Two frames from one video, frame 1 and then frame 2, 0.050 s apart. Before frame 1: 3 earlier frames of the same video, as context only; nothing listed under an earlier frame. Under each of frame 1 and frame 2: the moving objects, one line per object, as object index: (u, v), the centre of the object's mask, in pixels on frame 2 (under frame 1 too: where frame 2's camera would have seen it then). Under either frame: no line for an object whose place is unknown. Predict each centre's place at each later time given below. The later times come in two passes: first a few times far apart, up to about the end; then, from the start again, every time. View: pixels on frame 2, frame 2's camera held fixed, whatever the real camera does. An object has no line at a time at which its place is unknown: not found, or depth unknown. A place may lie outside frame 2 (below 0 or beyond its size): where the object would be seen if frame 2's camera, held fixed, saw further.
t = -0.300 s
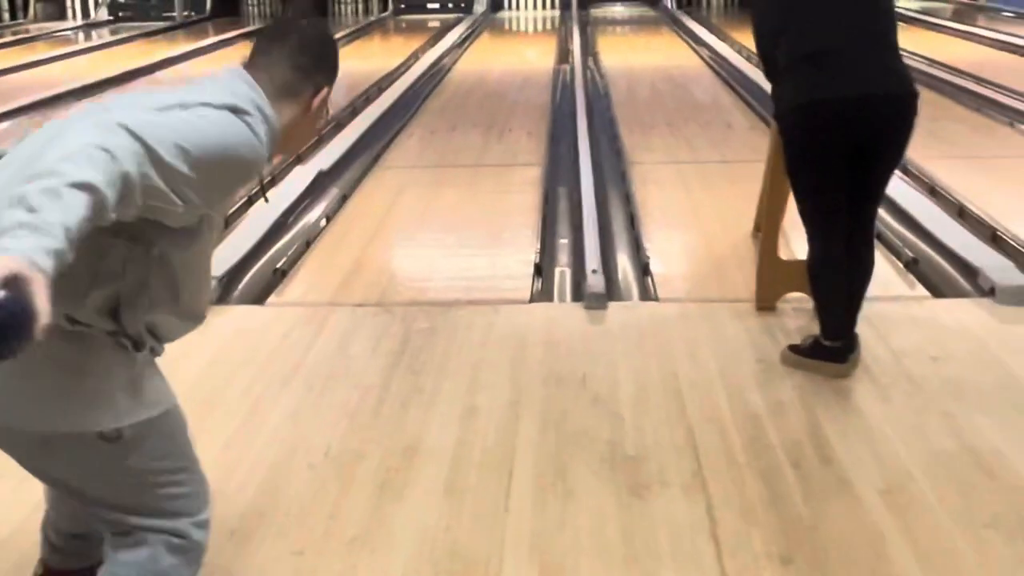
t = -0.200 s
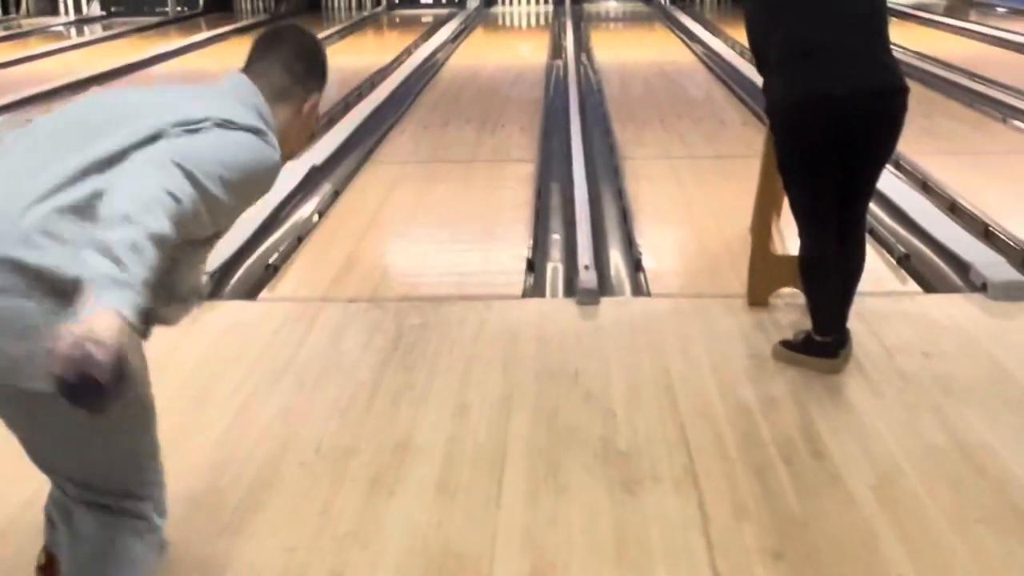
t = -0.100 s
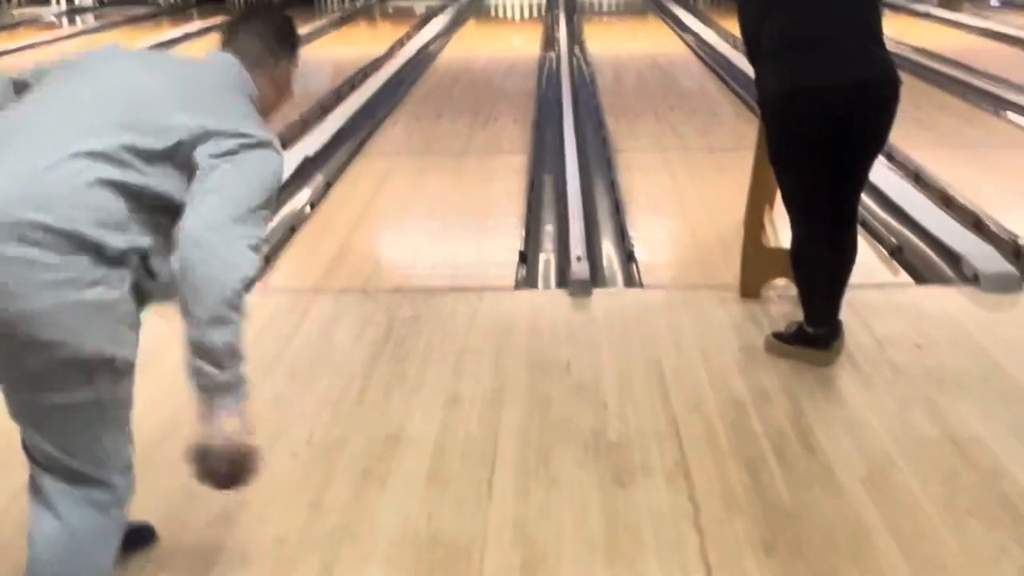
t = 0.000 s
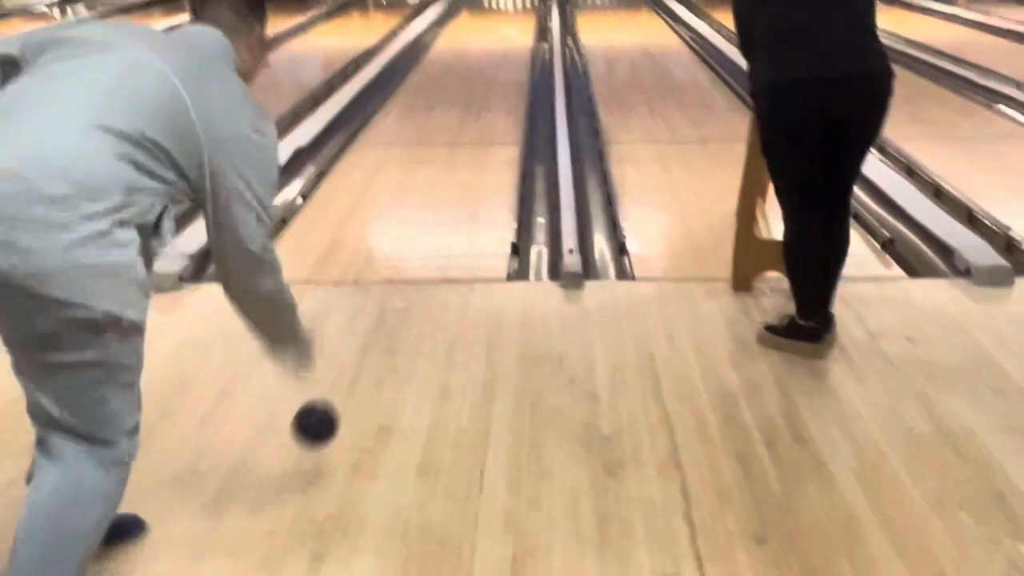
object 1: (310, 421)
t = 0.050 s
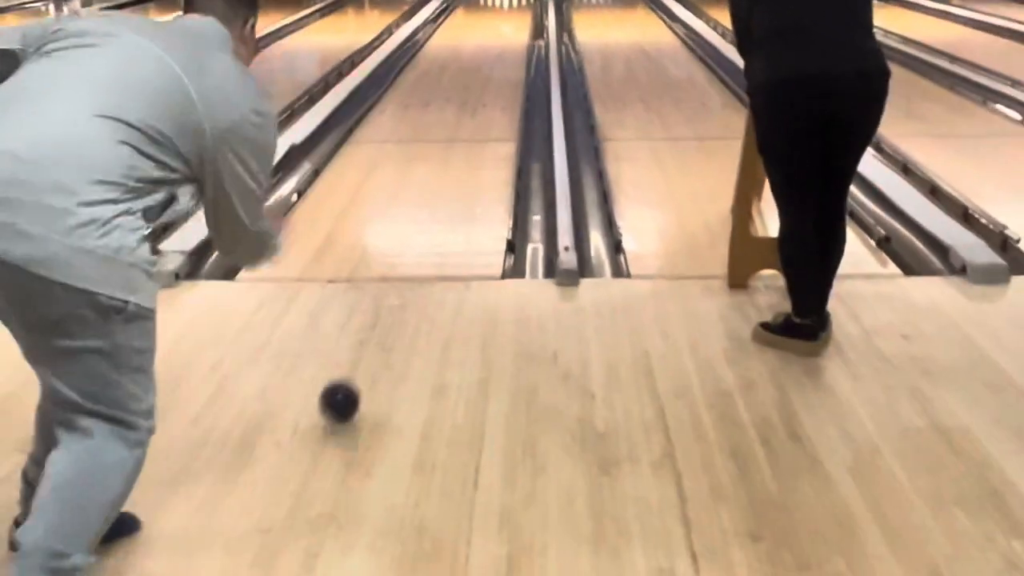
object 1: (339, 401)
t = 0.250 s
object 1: (399, 243)
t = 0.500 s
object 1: (433, 148)
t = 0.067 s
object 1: (347, 379)
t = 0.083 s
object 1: (353, 360)
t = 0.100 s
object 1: (359, 341)
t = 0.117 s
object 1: (365, 325)
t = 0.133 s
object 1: (370, 312)
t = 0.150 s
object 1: (375, 299)
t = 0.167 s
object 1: (379, 287)
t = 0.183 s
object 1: (384, 277)
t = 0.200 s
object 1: (388, 270)
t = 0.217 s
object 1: (392, 264)
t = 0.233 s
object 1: (395, 255)
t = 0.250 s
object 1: (399, 243)
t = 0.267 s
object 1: (402, 232)
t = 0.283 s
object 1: (406, 224)
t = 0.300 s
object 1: (408, 216)
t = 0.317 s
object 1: (411, 212)
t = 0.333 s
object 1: (414, 205)
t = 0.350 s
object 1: (416, 197)
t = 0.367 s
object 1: (418, 190)
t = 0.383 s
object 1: (420, 184)
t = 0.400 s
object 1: (423, 179)
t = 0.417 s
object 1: (424, 173)
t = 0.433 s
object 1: (426, 168)
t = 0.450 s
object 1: (428, 163)
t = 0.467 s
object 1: (430, 158)
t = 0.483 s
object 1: (431, 154)
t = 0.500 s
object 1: (433, 148)
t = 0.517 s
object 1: (435, 144)
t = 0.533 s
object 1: (436, 140)
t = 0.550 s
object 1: (438, 135)
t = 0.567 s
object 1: (439, 132)
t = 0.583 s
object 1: (441, 128)
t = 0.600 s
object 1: (442, 124)
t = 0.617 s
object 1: (443, 120)
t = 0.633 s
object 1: (444, 117)
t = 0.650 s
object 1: (445, 114)
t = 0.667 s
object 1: (446, 111)
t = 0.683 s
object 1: (447, 108)
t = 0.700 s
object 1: (448, 105)
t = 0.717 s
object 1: (448, 102)
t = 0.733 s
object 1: (449, 99)
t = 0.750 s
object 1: (450, 96)
